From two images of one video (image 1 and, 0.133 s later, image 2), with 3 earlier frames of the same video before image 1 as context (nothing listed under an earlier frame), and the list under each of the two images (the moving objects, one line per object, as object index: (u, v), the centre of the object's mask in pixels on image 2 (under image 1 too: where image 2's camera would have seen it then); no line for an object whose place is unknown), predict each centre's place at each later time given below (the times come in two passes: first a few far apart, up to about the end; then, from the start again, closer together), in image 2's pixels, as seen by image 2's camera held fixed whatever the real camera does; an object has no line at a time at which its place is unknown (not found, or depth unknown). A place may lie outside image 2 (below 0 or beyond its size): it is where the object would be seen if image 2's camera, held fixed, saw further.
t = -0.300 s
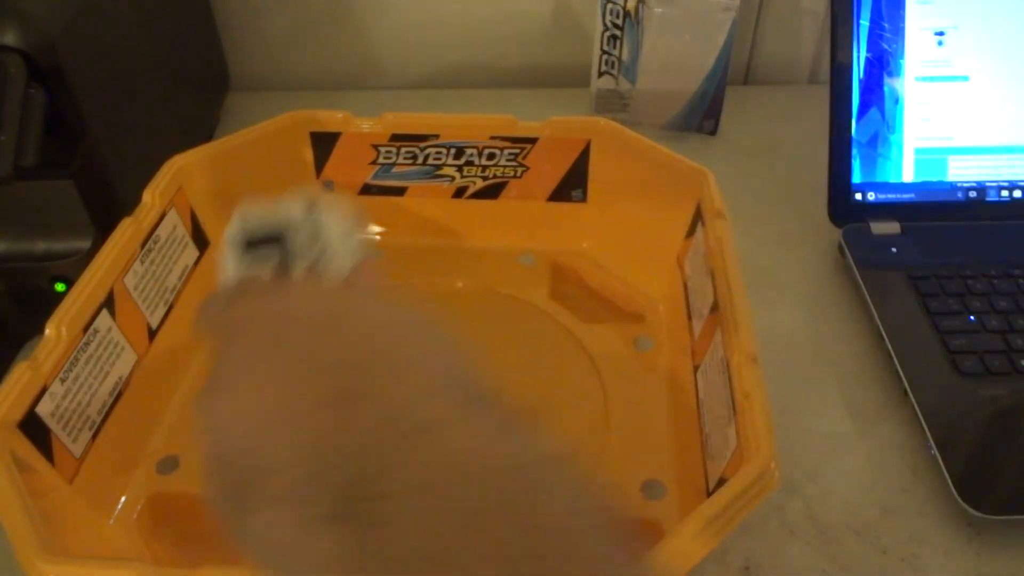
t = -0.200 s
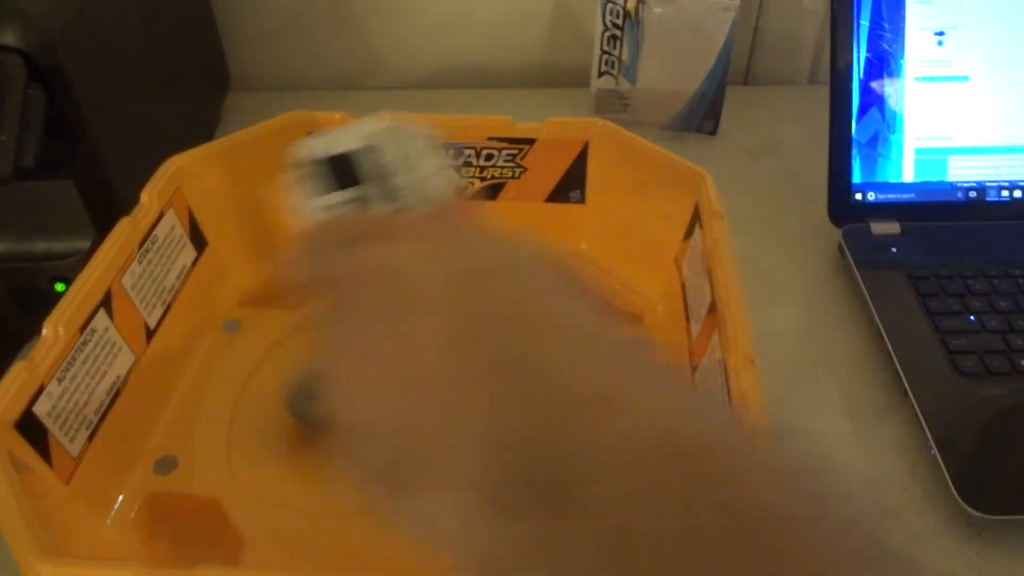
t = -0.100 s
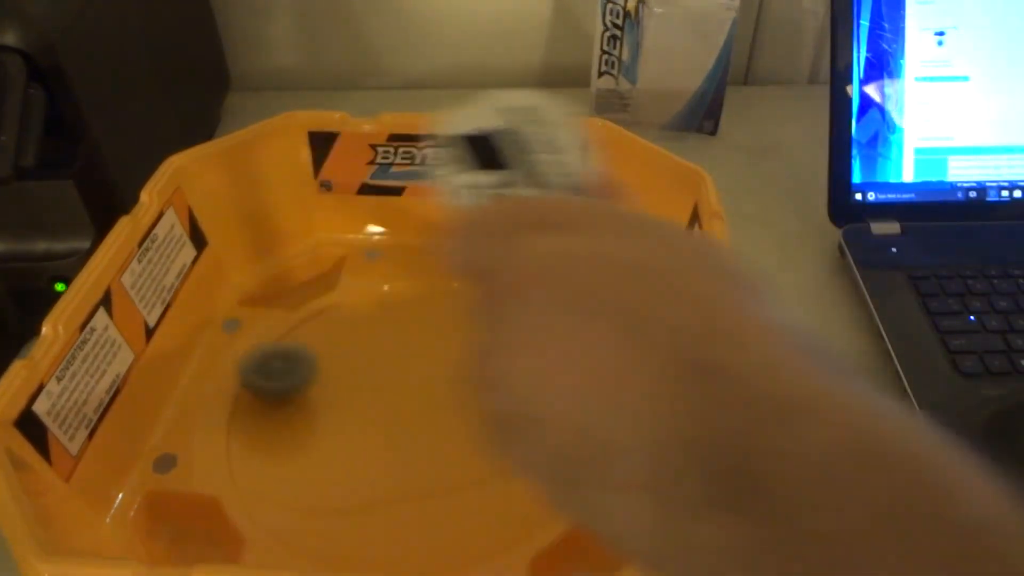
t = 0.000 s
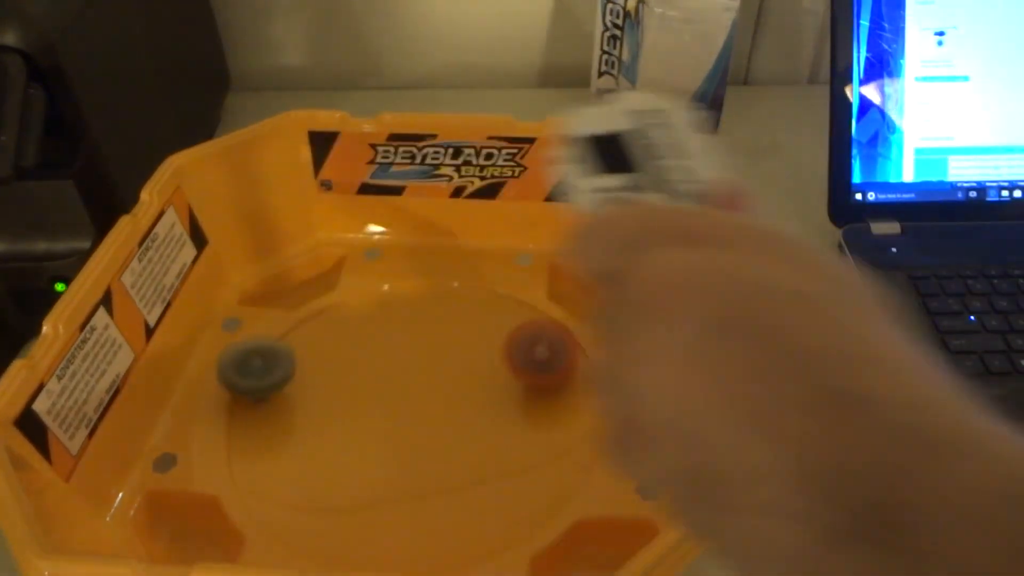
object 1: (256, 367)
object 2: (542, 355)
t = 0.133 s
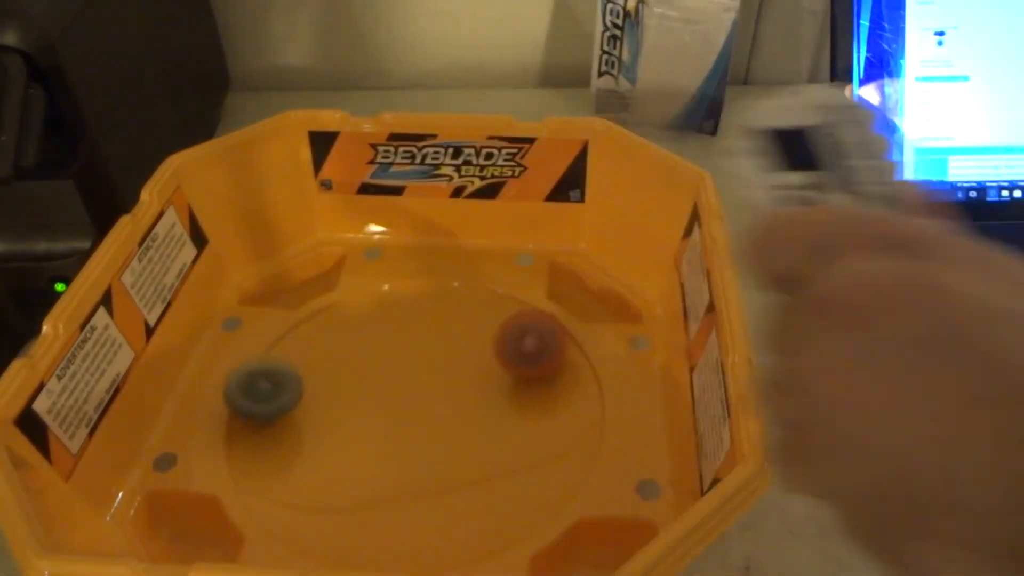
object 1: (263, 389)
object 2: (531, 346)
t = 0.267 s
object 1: (298, 430)
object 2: (495, 348)
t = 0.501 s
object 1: (439, 423)
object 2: (452, 362)
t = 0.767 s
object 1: (502, 389)
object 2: (421, 309)
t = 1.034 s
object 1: (455, 370)
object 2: (359, 308)
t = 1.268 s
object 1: (355, 412)
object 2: (355, 338)
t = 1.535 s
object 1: (436, 515)
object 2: (374, 367)
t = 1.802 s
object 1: (531, 339)
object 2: (393, 385)
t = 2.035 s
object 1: (345, 286)
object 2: (412, 399)
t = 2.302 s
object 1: (245, 472)
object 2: (422, 408)
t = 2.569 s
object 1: (569, 461)
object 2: (414, 409)
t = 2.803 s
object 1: (453, 270)
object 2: (401, 404)
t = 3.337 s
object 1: (584, 361)
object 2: (404, 378)
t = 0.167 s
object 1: (268, 399)
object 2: (523, 344)
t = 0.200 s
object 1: (276, 409)
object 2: (515, 345)
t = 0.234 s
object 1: (285, 420)
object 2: (505, 346)
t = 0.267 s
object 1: (298, 430)
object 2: (495, 348)
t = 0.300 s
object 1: (313, 438)
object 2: (485, 350)
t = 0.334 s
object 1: (331, 445)
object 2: (477, 353)
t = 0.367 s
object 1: (351, 449)
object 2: (469, 356)
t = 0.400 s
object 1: (373, 447)
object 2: (463, 359)
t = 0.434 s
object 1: (397, 442)
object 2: (458, 360)
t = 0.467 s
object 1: (419, 434)
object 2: (454, 363)
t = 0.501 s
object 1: (439, 423)
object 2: (452, 362)
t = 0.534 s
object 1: (452, 418)
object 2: (452, 356)
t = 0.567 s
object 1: (463, 415)
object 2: (451, 349)
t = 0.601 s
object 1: (474, 409)
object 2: (450, 341)
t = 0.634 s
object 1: (481, 401)
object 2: (449, 338)
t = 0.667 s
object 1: (486, 390)
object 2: (447, 337)
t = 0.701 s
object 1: (490, 383)
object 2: (443, 335)
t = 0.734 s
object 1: (498, 387)
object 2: (432, 321)
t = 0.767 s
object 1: (502, 389)
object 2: (421, 309)
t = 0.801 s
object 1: (503, 390)
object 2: (411, 303)
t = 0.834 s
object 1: (502, 388)
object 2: (401, 299)
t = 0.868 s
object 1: (499, 385)
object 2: (389, 297)
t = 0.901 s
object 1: (494, 382)
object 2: (381, 298)
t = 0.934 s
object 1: (487, 378)
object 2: (375, 299)
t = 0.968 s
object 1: (478, 375)
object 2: (368, 302)
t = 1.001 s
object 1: (467, 372)
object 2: (363, 305)
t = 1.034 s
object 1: (455, 370)
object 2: (359, 308)
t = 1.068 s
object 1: (441, 371)
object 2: (356, 311)
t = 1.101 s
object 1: (427, 372)
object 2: (354, 315)
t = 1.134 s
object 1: (412, 375)
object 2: (353, 319)
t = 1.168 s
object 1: (396, 380)
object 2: (352, 323)
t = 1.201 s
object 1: (381, 388)
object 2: (353, 328)
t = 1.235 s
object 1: (368, 397)
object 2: (354, 333)
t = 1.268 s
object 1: (355, 412)
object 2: (355, 338)
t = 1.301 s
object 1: (345, 426)
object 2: (356, 341)
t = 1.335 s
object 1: (340, 441)
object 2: (358, 345)
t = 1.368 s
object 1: (340, 460)
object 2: (361, 348)
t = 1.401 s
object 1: (346, 478)
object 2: (362, 353)
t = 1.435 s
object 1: (358, 494)
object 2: (366, 357)
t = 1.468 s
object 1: (377, 505)
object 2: (368, 361)
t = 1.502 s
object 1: (404, 514)
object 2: (372, 364)
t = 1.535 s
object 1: (436, 515)
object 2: (374, 367)
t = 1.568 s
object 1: (470, 507)
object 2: (379, 370)
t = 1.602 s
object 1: (501, 491)
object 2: (380, 373)
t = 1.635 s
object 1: (529, 469)
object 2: (382, 376)
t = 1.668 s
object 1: (546, 444)
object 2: (384, 378)
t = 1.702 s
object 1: (554, 417)
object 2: (387, 380)
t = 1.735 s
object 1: (553, 391)
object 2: (390, 382)
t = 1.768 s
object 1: (546, 363)
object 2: (391, 384)
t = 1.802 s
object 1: (531, 339)
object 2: (393, 385)
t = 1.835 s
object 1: (510, 318)
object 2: (397, 387)
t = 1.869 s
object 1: (488, 302)
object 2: (399, 389)
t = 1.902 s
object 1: (462, 290)
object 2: (401, 392)
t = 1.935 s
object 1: (433, 283)
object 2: (404, 394)
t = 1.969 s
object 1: (403, 279)
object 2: (406, 396)
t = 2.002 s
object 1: (375, 279)
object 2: (409, 398)
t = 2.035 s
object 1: (345, 286)
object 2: (412, 399)
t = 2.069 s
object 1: (316, 295)
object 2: (414, 401)
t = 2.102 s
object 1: (290, 311)
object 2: (415, 402)
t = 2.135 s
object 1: (268, 332)
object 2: (417, 404)
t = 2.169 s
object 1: (249, 355)
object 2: (419, 406)
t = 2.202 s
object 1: (235, 384)
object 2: (420, 406)
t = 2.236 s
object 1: (229, 410)
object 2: (421, 407)
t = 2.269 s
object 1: (233, 442)
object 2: (421, 407)
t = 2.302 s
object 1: (245, 472)
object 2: (422, 408)
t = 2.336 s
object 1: (269, 499)
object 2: (421, 408)
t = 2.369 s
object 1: (302, 520)
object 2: (422, 409)
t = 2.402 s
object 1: (355, 533)
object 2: (421, 410)
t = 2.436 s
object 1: (406, 537)
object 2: (421, 410)
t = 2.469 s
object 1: (454, 531)
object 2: (420, 410)
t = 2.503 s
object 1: (500, 513)
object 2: (417, 410)
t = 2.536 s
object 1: (537, 493)
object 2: (415, 409)
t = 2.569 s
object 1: (569, 461)
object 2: (414, 409)
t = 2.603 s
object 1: (586, 423)
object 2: (412, 409)
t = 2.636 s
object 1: (591, 389)
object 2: (410, 408)
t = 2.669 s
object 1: (585, 357)
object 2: (408, 407)
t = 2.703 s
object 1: (565, 325)
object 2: (407, 407)
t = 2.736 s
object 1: (535, 299)
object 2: (403, 406)
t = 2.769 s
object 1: (496, 279)
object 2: (400, 405)
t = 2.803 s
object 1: (453, 270)
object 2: (401, 404)
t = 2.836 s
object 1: (410, 270)
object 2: (399, 402)
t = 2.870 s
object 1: (366, 276)
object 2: (398, 400)
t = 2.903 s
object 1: (314, 296)
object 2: (397, 398)
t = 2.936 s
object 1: (278, 326)
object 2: (397, 396)
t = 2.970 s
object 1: (248, 364)
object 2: (398, 394)
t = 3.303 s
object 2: (402, 379)
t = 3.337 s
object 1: (584, 361)
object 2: (404, 378)
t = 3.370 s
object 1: (562, 325)
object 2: (405, 378)
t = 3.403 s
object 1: (522, 294)
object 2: (406, 379)
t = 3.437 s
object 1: (476, 276)
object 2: (408, 379)
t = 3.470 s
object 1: (428, 269)
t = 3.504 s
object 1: (376, 274)
